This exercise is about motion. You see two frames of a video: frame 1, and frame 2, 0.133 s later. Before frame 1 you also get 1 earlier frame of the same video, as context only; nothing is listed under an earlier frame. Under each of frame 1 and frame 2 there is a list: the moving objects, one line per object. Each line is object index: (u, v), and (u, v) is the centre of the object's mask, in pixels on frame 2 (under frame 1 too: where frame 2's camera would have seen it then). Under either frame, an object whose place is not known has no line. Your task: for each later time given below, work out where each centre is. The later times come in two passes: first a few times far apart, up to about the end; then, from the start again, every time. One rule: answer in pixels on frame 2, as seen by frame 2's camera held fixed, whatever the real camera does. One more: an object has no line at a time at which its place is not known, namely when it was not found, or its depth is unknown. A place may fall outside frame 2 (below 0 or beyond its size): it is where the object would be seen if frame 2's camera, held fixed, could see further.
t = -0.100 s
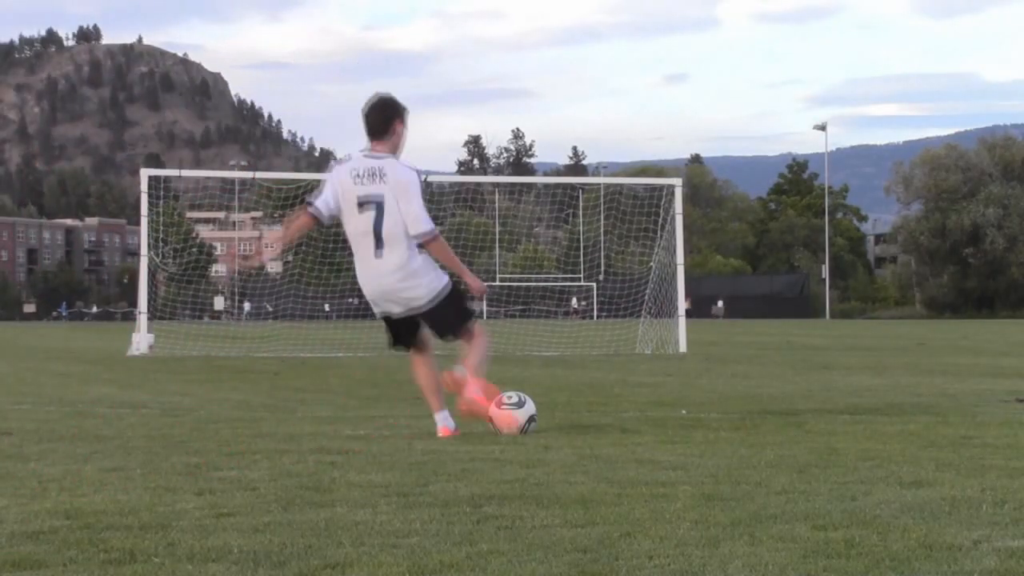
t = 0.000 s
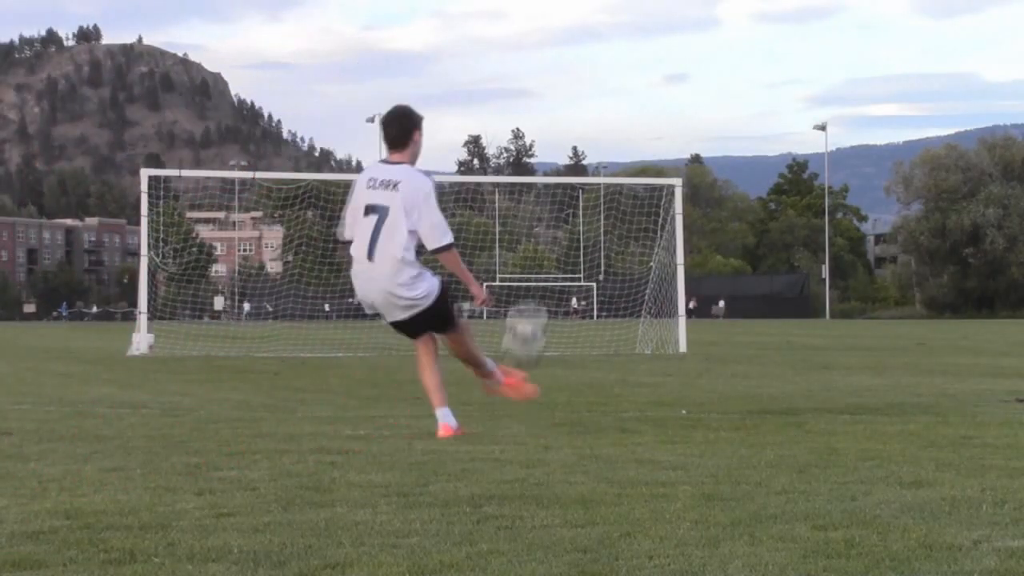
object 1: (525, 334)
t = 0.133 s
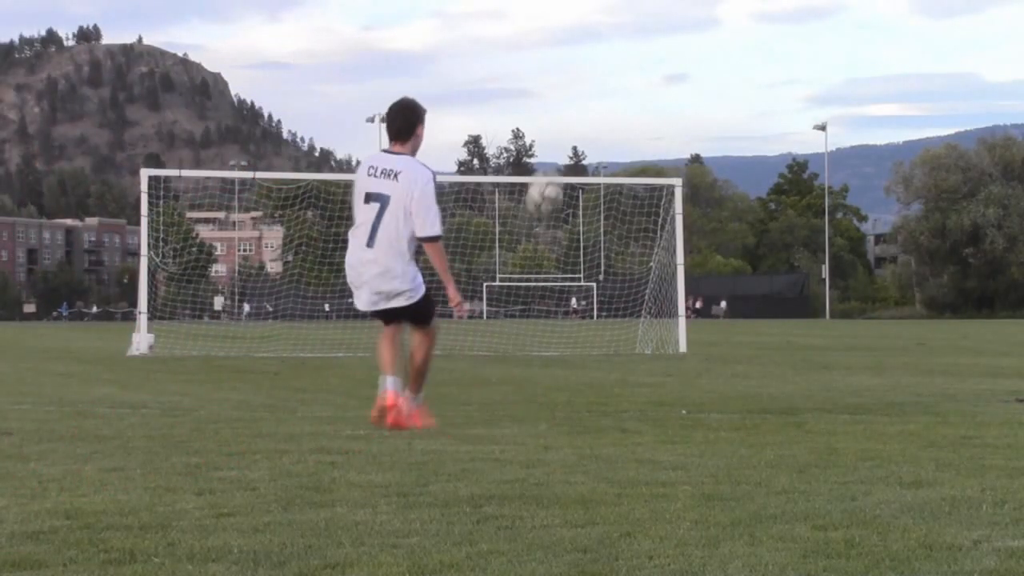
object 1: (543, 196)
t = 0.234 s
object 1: (553, 132)
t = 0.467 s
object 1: (552, 78)
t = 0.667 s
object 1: (538, 89)
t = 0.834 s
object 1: (522, 119)
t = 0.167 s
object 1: (548, 168)
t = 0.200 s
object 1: (552, 147)
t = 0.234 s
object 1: (553, 132)
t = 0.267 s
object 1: (554, 118)
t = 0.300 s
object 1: (555, 106)
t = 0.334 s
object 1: (555, 97)
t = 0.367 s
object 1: (555, 90)
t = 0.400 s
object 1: (554, 84)
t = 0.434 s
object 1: (553, 80)
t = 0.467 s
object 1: (552, 78)
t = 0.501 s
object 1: (550, 77)
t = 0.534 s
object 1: (548, 77)
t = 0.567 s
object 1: (546, 79)
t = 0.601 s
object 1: (544, 81)
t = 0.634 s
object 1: (541, 85)
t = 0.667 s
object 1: (538, 89)
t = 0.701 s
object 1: (535, 94)
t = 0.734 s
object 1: (532, 99)
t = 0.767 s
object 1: (529, 106)
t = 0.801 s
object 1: (526, 113)
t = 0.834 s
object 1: (522, 119)
